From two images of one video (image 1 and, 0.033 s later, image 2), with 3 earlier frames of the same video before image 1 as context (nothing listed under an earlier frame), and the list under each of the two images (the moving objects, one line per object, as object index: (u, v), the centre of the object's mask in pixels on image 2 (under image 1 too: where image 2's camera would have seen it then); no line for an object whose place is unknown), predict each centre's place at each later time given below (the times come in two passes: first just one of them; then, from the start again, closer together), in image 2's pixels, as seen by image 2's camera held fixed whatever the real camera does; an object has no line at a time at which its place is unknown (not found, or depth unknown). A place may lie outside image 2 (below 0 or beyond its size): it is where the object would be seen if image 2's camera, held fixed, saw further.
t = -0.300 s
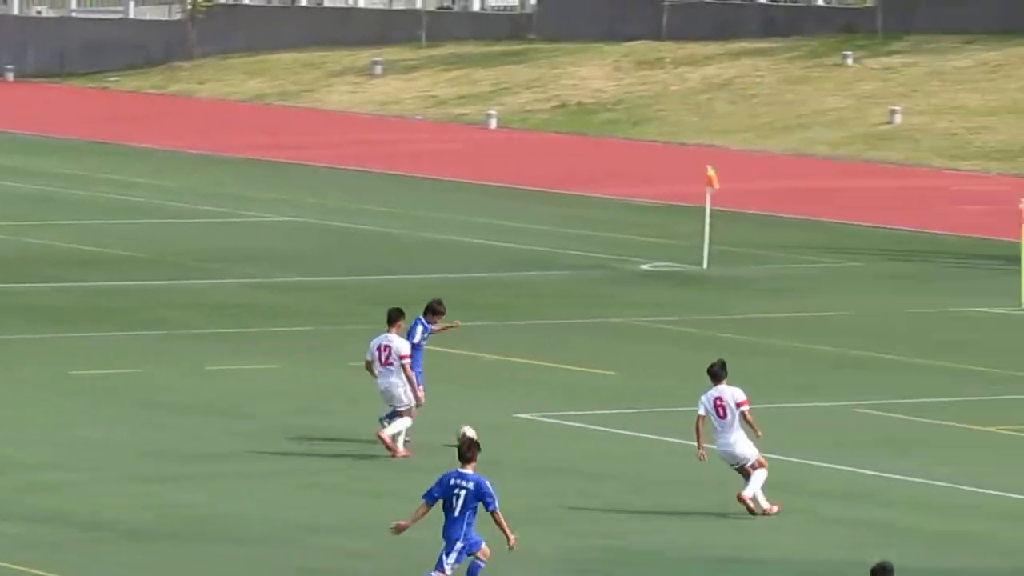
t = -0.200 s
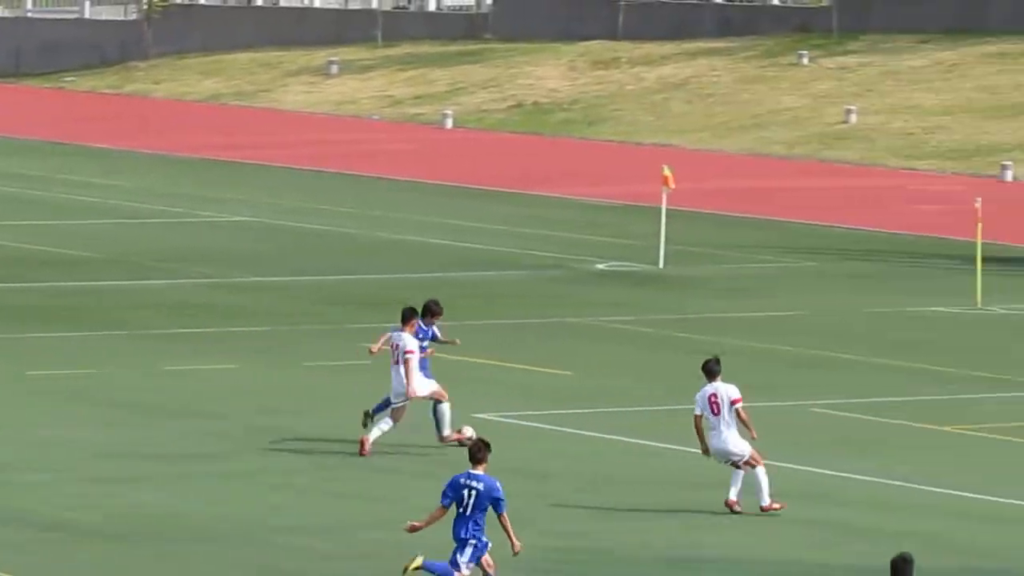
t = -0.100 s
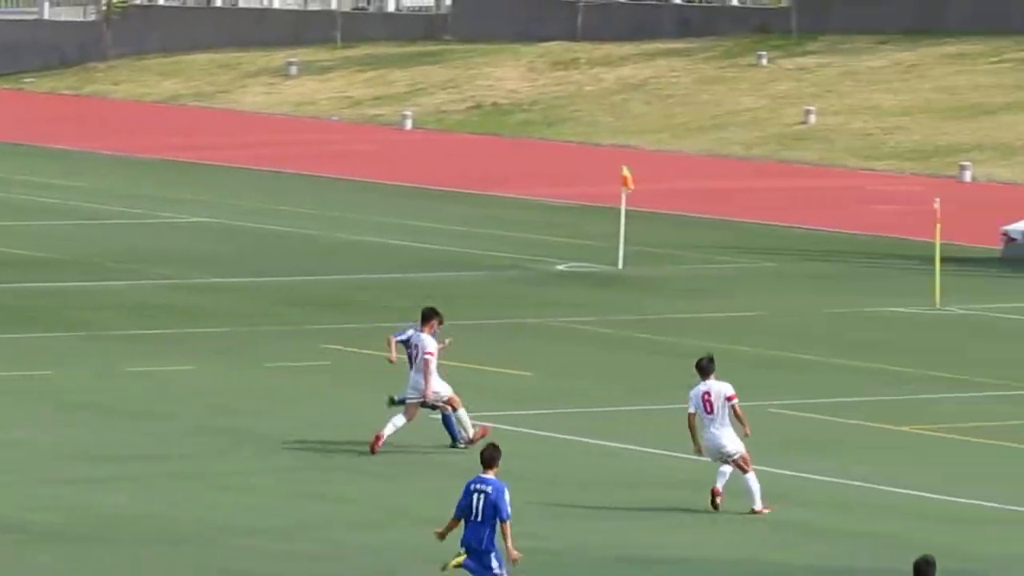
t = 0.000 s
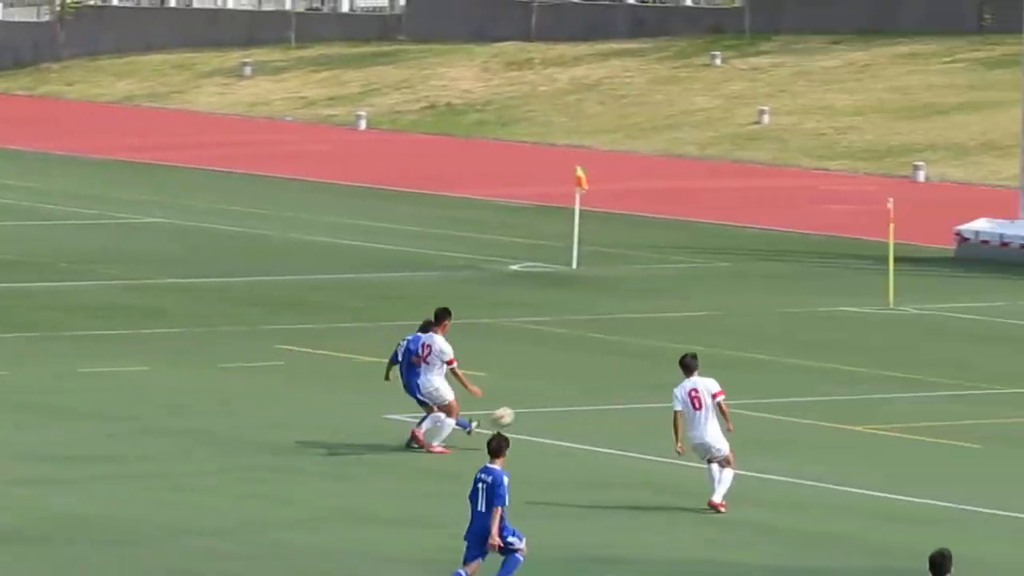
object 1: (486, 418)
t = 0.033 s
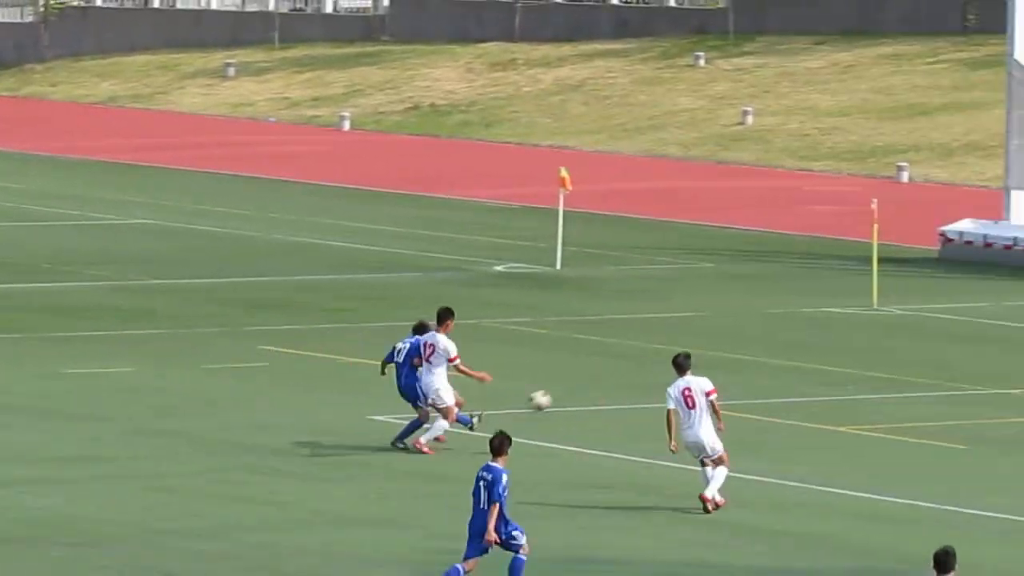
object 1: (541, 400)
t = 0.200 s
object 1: (801, 324)
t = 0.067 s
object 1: (594, 382)
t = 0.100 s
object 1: (647, 367)
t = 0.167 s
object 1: (750, 338)
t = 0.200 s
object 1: (801, 324)
